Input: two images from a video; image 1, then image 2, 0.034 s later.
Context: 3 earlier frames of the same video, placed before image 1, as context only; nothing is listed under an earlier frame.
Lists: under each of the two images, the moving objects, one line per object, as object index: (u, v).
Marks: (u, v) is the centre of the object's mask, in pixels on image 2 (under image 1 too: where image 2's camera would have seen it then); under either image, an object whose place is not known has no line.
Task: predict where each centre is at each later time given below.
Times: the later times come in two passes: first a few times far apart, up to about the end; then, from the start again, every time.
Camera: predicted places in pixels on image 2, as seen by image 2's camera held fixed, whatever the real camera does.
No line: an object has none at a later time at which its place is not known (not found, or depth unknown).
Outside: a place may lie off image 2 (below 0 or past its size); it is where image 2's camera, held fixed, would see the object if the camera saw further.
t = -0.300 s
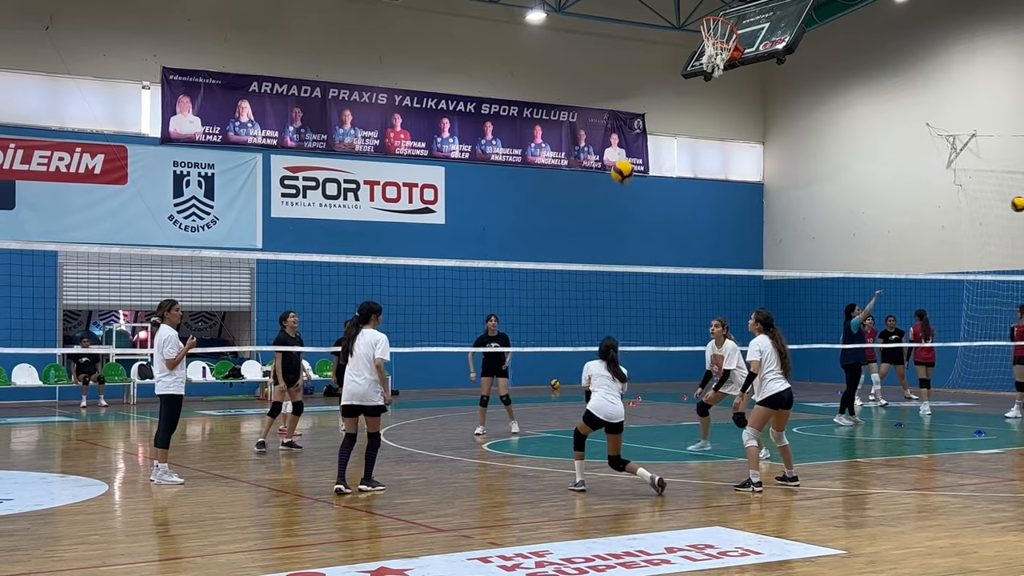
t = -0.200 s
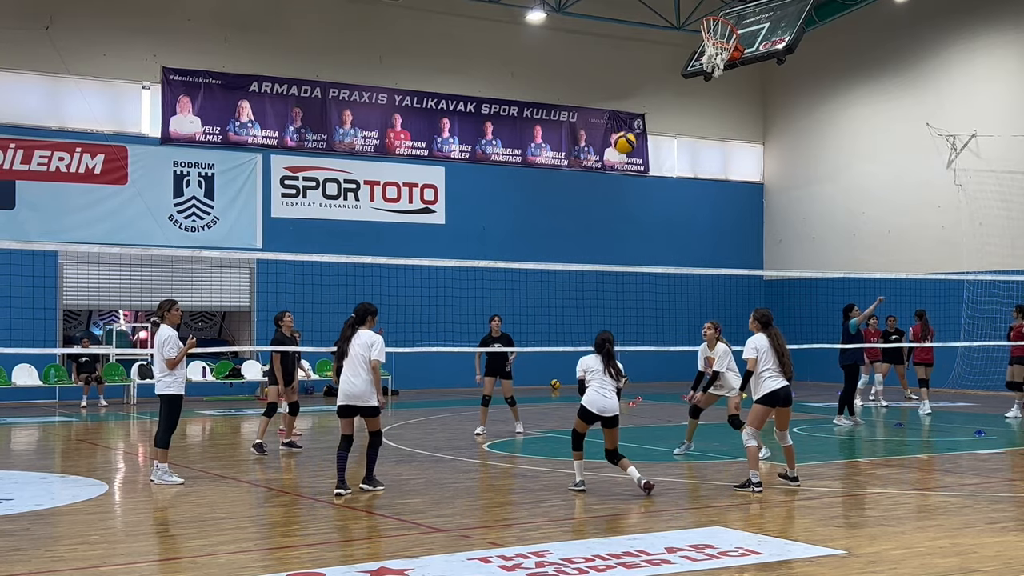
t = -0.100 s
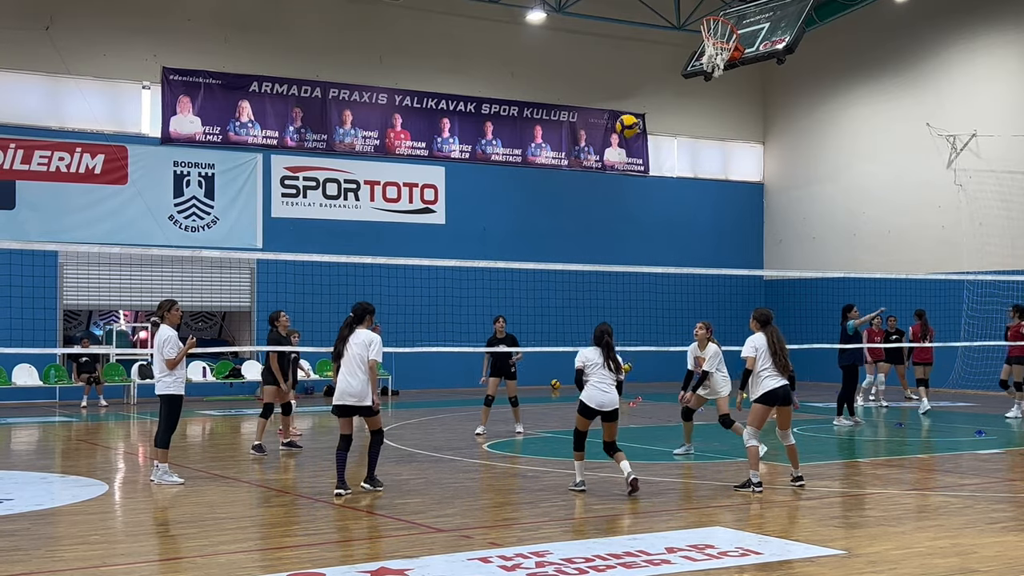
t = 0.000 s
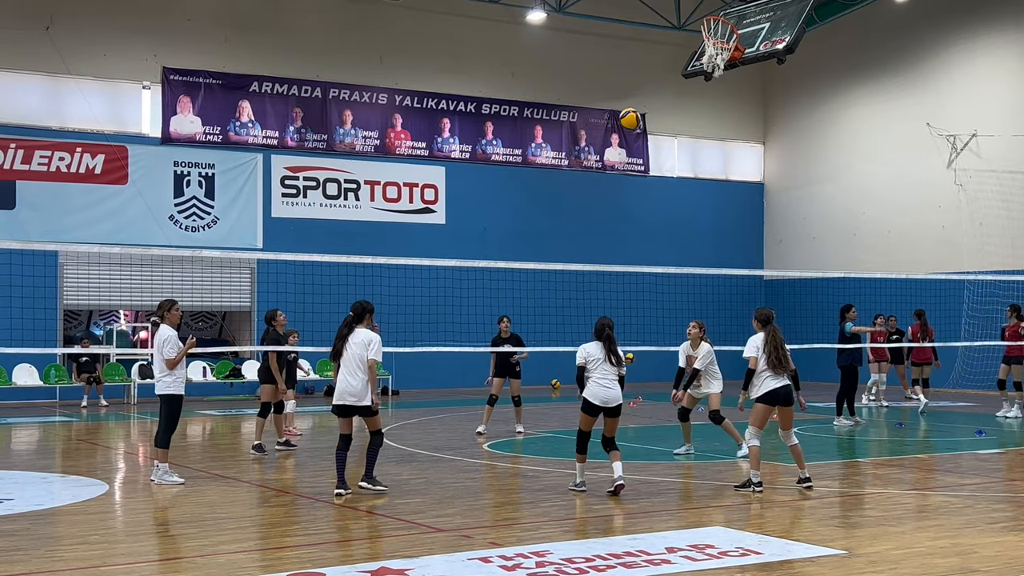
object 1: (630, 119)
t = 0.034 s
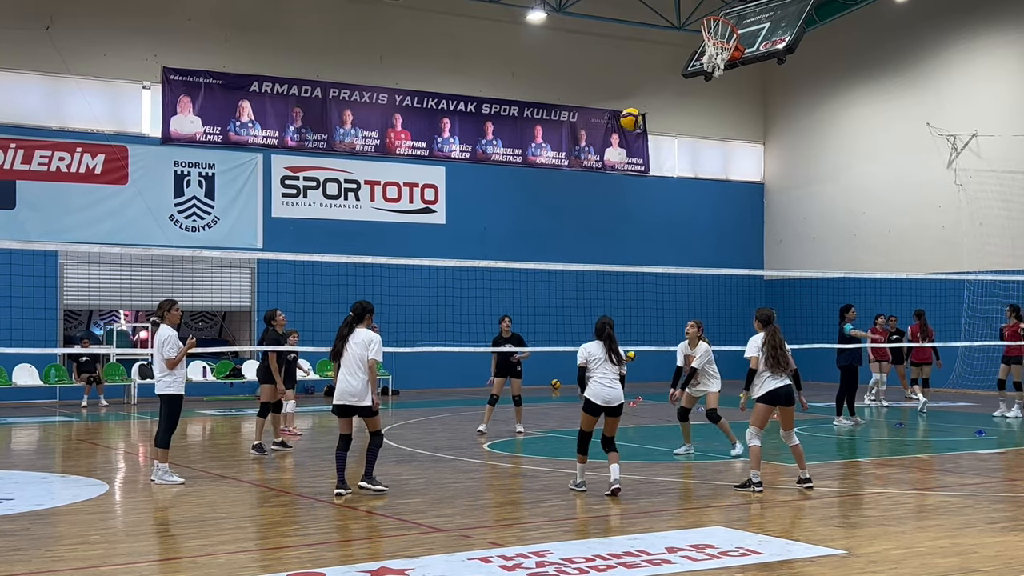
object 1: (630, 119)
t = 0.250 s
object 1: (635, 145)
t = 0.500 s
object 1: (640, 225)
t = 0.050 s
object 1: (632, 120)
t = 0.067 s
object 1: (632, 121)
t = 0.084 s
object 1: (632, 122)
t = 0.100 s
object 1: (632, 123)
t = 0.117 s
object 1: (632, 123)
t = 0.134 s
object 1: (633, 125)
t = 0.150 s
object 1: (633, 127)
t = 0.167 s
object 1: (634, 129)
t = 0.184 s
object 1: (634, 131)
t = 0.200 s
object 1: (635, 133)
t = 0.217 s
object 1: (635, 138)
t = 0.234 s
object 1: (635, 141)
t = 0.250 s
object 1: (635, 145)
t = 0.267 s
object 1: (636, 148)
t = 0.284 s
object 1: (636, 152)
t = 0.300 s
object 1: (637, 156)
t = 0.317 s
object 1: (637, 161)
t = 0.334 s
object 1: (639, 166)
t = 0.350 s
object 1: (638, 171)
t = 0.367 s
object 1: (638, 176)
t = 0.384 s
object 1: (638, 181)
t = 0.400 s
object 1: (638, 187)
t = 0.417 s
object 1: (638, 193)
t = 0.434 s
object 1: (638, 199)
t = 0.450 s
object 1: (639, 205)
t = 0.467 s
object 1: (639, 211)
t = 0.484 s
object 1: (639, 218)
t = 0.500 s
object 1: (640, 225)
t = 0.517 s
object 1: (640, 232)
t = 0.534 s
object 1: (640, 239)
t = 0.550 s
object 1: (641, 246)
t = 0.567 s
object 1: (641, 254)
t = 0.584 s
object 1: (641, 261)
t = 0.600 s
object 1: (641, 270)
